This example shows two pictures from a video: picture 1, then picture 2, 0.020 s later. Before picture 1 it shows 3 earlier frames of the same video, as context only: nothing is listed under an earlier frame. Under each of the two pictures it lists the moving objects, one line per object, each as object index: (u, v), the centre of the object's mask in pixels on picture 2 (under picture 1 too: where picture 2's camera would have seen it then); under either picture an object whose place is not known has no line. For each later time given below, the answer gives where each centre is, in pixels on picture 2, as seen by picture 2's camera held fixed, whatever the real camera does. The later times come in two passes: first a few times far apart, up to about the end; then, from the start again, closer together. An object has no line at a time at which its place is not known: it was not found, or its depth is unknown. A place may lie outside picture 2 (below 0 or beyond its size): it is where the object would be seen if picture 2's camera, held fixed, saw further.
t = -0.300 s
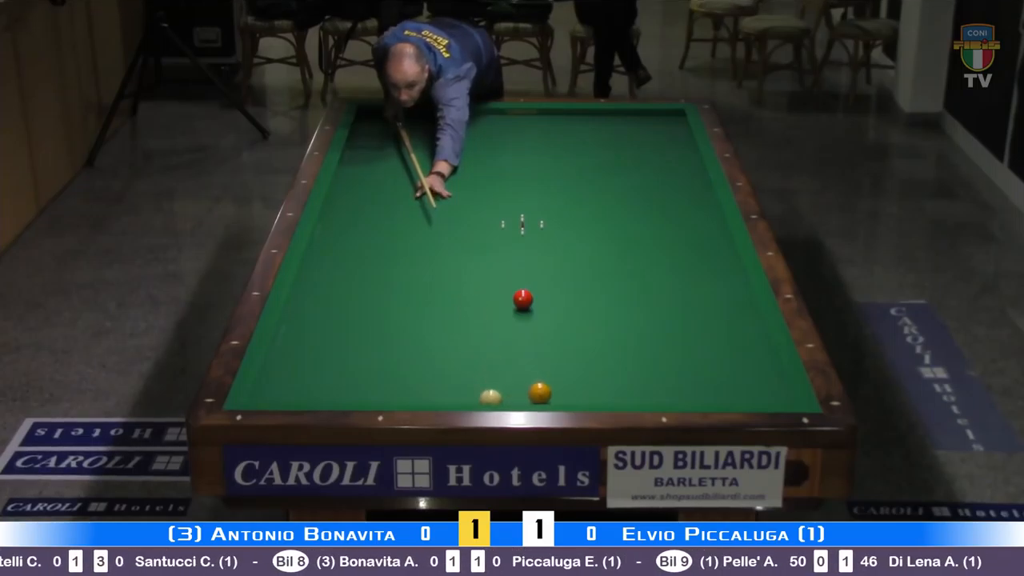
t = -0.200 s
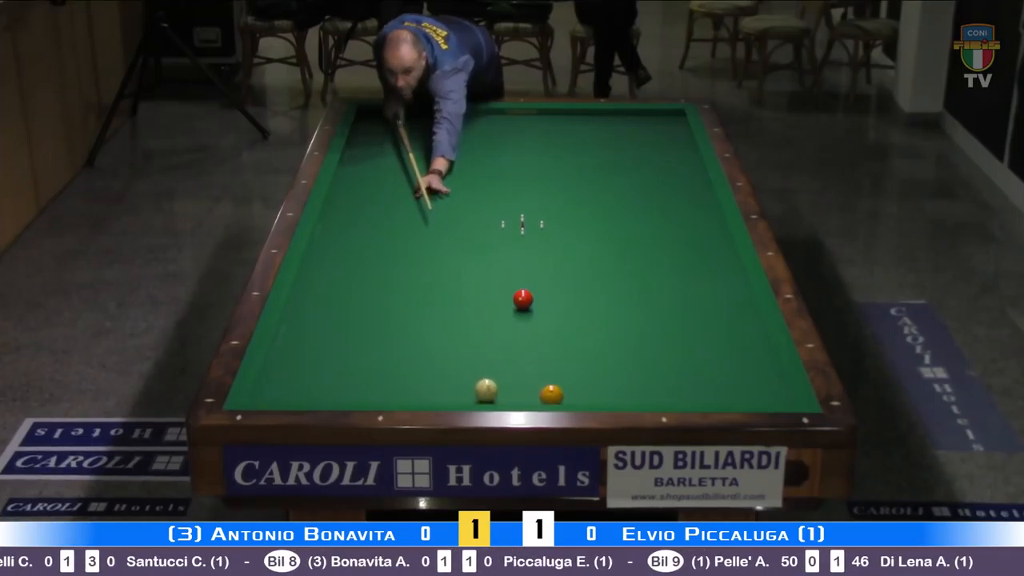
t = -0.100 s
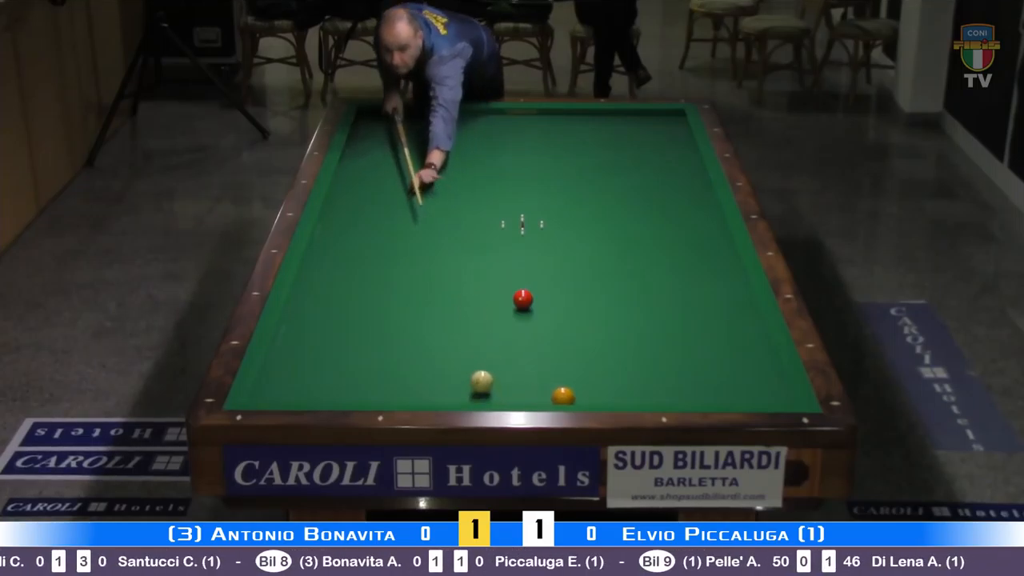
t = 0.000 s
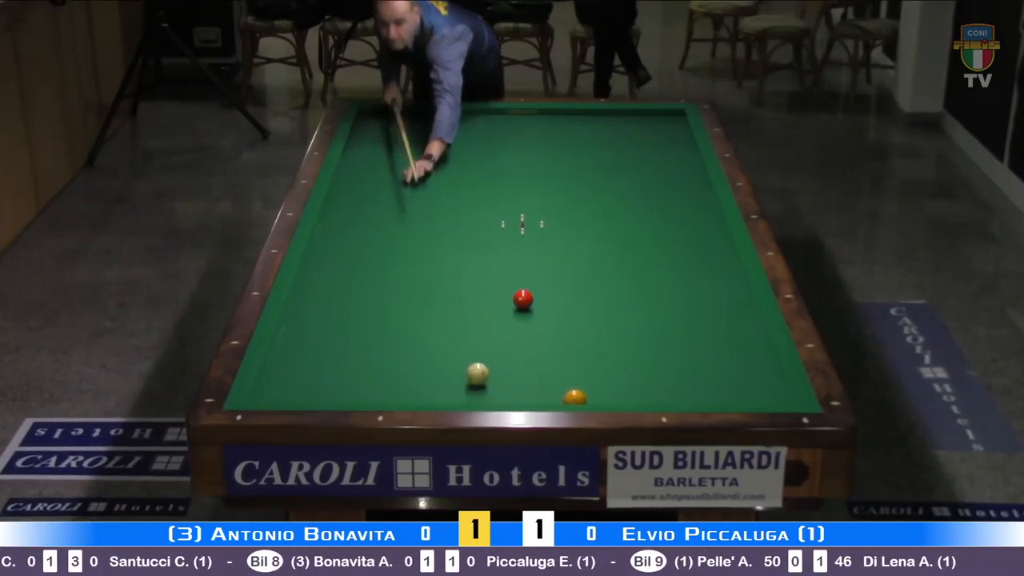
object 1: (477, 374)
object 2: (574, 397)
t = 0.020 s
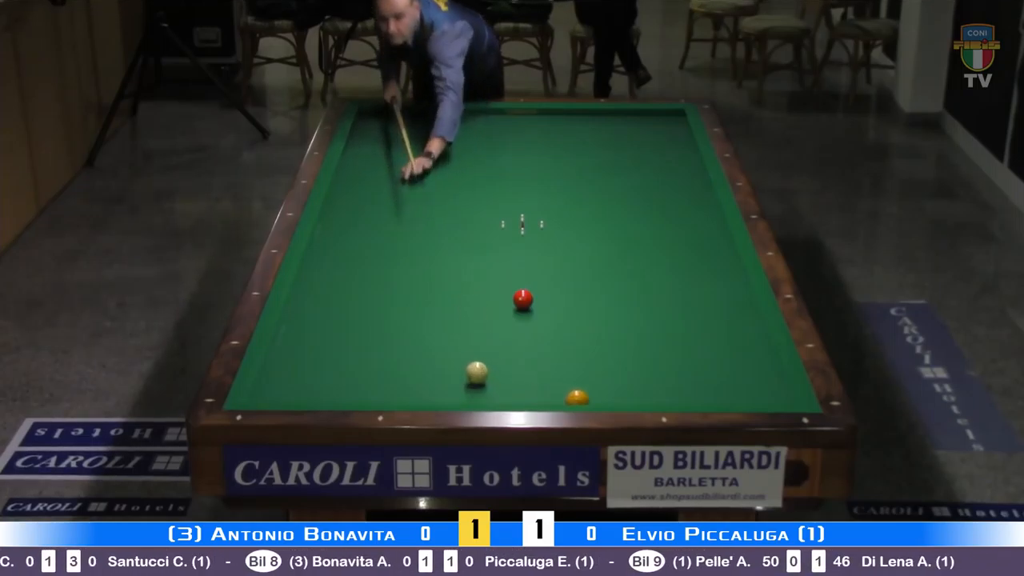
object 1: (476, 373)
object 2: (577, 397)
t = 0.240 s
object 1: (468, 357)
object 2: (598, 397)
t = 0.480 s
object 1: (458, 340)
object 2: (619, 396)
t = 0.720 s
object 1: (450, 325)
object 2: (640, 394)
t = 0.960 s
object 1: (443, 311)
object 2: (659, 393)
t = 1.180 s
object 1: (436, 299)
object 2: (676, 392)
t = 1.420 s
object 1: (430, 286)
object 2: (693, 390)
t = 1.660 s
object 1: (424, 274)
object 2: (708, 388)
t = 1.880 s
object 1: (419, 264)
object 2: (722, 386)
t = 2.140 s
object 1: (413, 253)
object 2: (737, 384)
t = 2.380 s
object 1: (408, 243)
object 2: (750, 383)
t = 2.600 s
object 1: (404, 235)
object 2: (761, 382)
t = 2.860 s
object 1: (399, 226)
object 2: (773, 380)
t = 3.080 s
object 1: (395, 218)
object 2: (773, 379)
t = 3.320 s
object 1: (391, 210)
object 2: (768, 378)
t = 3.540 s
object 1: (387, 204)
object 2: (763, 378)
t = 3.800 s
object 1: (386, 194)
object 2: (759, 377)
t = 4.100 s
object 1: (378, 188)
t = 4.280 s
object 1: (376, 185)
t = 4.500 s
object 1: (374, 180)
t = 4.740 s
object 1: (371, 174)
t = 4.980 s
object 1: (368, 170)
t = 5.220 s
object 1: (365, 165)
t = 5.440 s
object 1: (363, 161)
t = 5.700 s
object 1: (361, 156)
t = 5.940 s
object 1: (359, 152)
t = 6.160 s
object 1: (357, 149)
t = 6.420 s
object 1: (355, 145)
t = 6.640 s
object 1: (353, 142)
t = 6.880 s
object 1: (354, 140)
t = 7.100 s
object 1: (356, 137)
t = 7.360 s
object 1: (358, 135)
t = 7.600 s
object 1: (361, 132)
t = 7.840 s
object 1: (363, 130)
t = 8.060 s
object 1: (364, 129)
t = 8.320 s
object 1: (366, 127)
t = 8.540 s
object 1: (368, 126)
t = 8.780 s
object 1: (370, 124)
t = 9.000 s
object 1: (371, 123)
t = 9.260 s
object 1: (372, 122)
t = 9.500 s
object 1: (373, 122)
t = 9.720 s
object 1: (374, 121)
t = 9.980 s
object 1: (375, 120)
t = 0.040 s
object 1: (476, 371)
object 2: (579, 398)
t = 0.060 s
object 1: (475, 370)
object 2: (581, 398)
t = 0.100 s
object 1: (473, 367)
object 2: (585, 398)
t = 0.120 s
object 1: (472, 365)
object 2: (587, 398)
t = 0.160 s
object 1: (471, 362)
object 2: (591, 397)
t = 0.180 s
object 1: (470, 361)
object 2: (593, 397)
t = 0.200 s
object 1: (469, 359)
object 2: (594, 397)
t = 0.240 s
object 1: (468, 357)
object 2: (598, 397)
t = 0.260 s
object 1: (467, 355)
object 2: (600, 397)
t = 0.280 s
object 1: (466, 354)
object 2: (602, 397)
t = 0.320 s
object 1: (464, 351)
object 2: (606, 396)
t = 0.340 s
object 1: (464, 350)
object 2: (607, 396)
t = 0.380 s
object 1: (462, 347)
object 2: (611, 396)
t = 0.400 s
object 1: (461, 346)
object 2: (613, 396)
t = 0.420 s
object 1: (461, 344)
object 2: (614, 396)
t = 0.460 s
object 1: (459, 341)
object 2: (618, 396)
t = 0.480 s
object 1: (458, 340)
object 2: (619, 396)
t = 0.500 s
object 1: (458, 339)
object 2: (621, 395)
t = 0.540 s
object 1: (456, 336)
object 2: (625, 395)
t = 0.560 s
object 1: (456, 335)
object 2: (627, 395)
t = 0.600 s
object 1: (454, 333)
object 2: (630, 395)
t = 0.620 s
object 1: (454, 331)
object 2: (631, 395)
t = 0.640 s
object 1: (453, 330)
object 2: (633, 395)
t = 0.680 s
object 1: (451, 327)
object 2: (636, 394)
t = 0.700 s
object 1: (451, 326)
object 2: (638, 394)
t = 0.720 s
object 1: (450, 325)
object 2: (640, 394)
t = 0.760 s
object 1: (449, 323)
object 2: (643, 394)
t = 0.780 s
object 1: (448, 321)
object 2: (645, 394)
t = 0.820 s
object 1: (447, 319)
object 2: (648, 394)
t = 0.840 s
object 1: (446, 318)
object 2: (649, 393)
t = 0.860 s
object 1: (446, 317)
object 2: (651, 393)
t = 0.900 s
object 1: (444, 314)
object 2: (654, 393)
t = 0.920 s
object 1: (444, 313)
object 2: (656, 393)
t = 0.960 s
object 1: (443, 311)
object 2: (659, 393)
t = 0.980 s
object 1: (442, 310)
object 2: (660, 393)
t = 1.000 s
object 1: (441, 308)
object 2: (662, 392)
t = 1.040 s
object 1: (440, 306)
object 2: (665, 392)
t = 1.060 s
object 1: (440, 305)
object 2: (666, 392)
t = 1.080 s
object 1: (439, 304)
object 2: (668, 392)
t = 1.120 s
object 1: (438, 302)
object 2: (671, 392)
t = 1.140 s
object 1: (437, 300)
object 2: (673, 392)
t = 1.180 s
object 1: (436, 299)
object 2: (676, 392)
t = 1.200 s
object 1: (436, 297)
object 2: (677, 392)
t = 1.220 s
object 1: (435, 296)
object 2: (679, 391)
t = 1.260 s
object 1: (434, 294)
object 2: (681, 391)
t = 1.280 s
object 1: (433, 293)
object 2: (682, 391)
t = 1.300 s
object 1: (433, 292)
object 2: (684, 391)
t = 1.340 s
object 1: (432, 290)
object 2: (687, 391)
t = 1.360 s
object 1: (431, 289)
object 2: (689, 391)
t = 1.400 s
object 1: (430, 287)
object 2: (691, 390)
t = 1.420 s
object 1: (430, 286)
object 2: (693, 390)
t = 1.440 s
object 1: (429, 285)
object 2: (694, 390)
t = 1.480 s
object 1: (428, 283)
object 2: (697, 390)
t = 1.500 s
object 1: (428, 282)
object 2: (698, 389)
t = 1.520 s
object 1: (427, 281)
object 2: (699, 389)
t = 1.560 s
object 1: (426, 279)
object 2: (702, 389)
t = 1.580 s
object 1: (425, 278)
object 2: (703, 389)
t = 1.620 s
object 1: (425, 276)
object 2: (706, 388)
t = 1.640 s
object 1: (424, 275)
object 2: (707, 388)
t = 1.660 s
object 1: (424, 274)
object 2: (708, 388)
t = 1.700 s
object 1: (423, 272)
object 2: (711, 388)
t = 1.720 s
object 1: (423, 271)
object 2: (712, 388)
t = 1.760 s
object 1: (422, 269)
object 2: (714, 387)
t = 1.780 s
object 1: (421, 268)
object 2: (716, 387)
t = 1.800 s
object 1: (420, 268)
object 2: (717, 387)
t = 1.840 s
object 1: (420, 266)
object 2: (719, 387)
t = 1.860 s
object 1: (419, 265)
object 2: (721, 387)
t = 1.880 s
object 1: (419, 264)
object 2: (722, 386)
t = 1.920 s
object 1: (418, 262)
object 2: (724, 386)
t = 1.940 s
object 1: (417, 261)
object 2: (725, 386)
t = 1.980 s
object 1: (416, 259)
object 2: (728, 386)
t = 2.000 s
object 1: (416, 259)
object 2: (729, 385)
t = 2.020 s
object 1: (416, 258)
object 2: (730, 385)
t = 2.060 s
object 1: (415, 256)
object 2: (732, 385)
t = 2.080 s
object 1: (414, 255)
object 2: (733, 385)
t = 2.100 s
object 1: (414, 254)
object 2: (735, 385)
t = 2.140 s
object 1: (413, 253)
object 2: (737, 384)
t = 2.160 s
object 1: (412, 252)
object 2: (738, 384)
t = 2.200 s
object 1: (412, 250)
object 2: (740, 384)
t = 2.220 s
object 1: (412, 249)
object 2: (741, 384)
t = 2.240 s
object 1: (411, 249)
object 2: (742, 383)
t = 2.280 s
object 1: (410, 247)
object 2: (745, 383)
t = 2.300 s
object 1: (410, 246)
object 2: (746, 383)
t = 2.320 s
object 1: (409, 246)
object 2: (747, 383)
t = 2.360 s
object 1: (409, 244)
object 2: (749, 383)
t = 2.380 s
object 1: (408, 243)
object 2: (750, 383)
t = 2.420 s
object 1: (407, 241)
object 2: (752, 383)
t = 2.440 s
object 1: (407, 241)
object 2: (753, 383)
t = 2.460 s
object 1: (406, 240)
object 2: (754, 382)
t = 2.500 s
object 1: (406, 239)
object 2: (756, 382)
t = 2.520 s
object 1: (405, 238)
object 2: (757, 382)
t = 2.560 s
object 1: (405, 236)
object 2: (759, 382)
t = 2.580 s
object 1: (404, 236)
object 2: (760, 382)
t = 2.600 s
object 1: (404, 235)
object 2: (761, 382)
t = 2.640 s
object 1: (403, 233)
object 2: (763, 381)
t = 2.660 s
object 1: (402, 233)
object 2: (764, 381)
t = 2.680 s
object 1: (402, 232)
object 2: (765, 381)
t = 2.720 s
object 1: (401, 231)
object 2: (766, 381)
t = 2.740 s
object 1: (401, 230)
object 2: (767, 381)
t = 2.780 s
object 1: (400, 228)
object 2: (769, 380)
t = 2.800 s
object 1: (400, 228)
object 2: (770, 380)
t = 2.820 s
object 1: (399, 227)
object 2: (771, 380)
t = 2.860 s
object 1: (399, 226)
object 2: (773, 380)
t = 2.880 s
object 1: (398, 225)
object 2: (774, 380)
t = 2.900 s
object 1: (398, 224)
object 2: (774, 380)
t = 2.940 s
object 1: (397, 223)
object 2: (776, 380)
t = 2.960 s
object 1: (397, 222)
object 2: (776, 380)
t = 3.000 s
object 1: (396, 221)
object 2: (775, 379)
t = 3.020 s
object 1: (396, 220)
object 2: (775, 379)
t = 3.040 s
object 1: (395, 219)
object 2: (774, 379)
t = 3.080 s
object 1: (395, 218)
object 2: (773, 379)
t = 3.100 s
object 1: (395, 218)
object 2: (773, 379)
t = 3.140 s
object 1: (394, 216)
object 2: (772, 379)
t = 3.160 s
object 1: (393, 215)
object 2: (771, 379)
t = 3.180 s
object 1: (393, 215)
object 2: (771, 379)
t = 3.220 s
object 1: (392, 214)
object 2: (770, 378)
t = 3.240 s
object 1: (392, 213)
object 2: (770, 378)
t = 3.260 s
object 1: (392, 212)
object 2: (769, 378)
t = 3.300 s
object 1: (391, 211)
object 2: (768, 378)
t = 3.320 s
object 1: (391, 210)
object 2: (768, 378)
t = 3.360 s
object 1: (390, 209)
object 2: (767, 378)
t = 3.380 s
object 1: (390, 209)
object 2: (766, 378)
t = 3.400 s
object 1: (389, 208)
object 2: (766, 378)
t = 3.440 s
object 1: (389, 207)
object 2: (765, 378)
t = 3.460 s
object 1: (389, 207)
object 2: (765, 378)
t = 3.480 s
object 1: (388, 206)
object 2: (764, 378)
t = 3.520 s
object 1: (388, 205)
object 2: (763, 378)
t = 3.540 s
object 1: (387, 204)
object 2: (763, 378)
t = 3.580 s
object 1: (387, 203)
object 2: (762, 377)
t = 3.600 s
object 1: (386, 202)
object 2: (762, 377)
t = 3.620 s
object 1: (386, 202)
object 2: (762, 377)
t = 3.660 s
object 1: (385, 200)
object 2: (761, 377)
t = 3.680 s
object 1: (385, 200)
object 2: (761, 377)
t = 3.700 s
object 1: (385, 199)
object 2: (760, 377)
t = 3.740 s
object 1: (385, 198)
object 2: (760, 377)
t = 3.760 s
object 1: (385, 198)
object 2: (759, 377)
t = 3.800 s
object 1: (386, 194)
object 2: (759, 377)
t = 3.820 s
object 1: (387, 193)
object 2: (759, 377)
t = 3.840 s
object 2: (758, 377)
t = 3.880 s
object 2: (758, 377)
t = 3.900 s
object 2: (758, 377)
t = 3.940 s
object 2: (757, 377)
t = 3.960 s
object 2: (757, 377)
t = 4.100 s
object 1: (378, 188)
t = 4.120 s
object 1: (379, 188)
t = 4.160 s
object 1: (378, 187)
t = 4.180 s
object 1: (377, 187)
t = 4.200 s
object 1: (377, 186)
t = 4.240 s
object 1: (377, 186)
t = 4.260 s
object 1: (376, 185)
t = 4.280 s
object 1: (376, 185)
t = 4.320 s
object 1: (376, 184)
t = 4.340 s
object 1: (376, 183)
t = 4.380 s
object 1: (375, 182)
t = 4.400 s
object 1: (375, 182)
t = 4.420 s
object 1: (375, 182)
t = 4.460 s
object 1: (374, 181)
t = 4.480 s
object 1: (374, 180)
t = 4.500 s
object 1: (374, 180)
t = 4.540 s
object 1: (373, 179)
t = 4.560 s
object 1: (373, 178)
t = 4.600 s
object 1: (372, 177)
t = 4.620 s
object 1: (372, 177)
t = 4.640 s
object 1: (372, 176)
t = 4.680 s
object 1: (371, 176)
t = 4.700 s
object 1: (371, 175)
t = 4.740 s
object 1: (371, 174)
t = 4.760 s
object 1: (370, 174)
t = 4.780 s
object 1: (370, 174)
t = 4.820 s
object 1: (369, 173)
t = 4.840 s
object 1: (369, 172)
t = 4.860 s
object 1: (369, 172)
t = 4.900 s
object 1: (368, 171)
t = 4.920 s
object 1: (368, 171)
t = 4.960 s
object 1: (368, 170)
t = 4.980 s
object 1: (368, 170)
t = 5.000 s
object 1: (368, 169)
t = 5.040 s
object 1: (367, 168)
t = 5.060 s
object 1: (367, 168)
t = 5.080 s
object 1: (367, 167)
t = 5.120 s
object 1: (366, 167)
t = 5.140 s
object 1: (366, 166)
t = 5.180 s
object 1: (366, 166)
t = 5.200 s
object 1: (365, 165)
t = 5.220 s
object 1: (365, 165)
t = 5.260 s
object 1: (365, 164)
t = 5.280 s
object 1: (365, 164)
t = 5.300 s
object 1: (365, 163)
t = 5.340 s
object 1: (364, 163)
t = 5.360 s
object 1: (364, 162)
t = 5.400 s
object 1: (364, 162)
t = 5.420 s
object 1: (363, 161)
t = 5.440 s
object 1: (363, 161)
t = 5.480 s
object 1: (363, 160)
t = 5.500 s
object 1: (363, 160)
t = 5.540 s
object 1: (362, 159)
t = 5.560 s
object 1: (362, 159)
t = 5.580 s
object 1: (362, 158)
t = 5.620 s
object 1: (361, 158)
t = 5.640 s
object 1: (361, 158)
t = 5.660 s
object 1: (361, 157)
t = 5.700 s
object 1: (361, 156)
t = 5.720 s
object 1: (361, 156)
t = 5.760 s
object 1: (360, 155)
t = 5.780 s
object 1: (360, 155)
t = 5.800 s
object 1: (360, 155)
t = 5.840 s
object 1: (360, 154)
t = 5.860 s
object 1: (359, 154)
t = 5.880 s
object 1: (359, 153)
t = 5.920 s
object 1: (359, 153)
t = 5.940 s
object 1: (359, 152)
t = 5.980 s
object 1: (358, 152)
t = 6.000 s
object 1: (358, 151)
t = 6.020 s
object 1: (358, 151)
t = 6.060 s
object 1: (358, 151)
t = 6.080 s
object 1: (357, 150)
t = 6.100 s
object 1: (357, 150)
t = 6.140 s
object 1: (357, 149)
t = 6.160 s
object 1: (357, 149)
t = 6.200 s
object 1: (357, 148)
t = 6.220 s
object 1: (356, 148)
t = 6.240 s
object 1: (356, 148)
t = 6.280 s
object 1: (356, 147)
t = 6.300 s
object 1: (356, 147)
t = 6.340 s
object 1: (355, 147)
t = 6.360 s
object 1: (355, 146)
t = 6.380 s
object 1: (355, 146)
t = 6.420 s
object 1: (355, 145)
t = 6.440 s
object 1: (355, 145)
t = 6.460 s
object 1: (355, 145)
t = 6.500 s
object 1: (355, 144)
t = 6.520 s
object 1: (354, 144)
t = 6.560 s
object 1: (354, 144)
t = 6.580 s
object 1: (354, 143)
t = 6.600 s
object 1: (354, 143)
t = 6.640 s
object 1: (353, 142)
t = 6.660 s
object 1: (353, 142)
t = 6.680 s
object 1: (353, 142)
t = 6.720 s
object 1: (353, 141)
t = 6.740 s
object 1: (353, 141)
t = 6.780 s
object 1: (353, 140)
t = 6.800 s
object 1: (353, 140)
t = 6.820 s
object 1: (353, 140)
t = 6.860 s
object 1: (354, 140)
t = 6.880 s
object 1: (354, 140)
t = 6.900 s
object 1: (354, 139)
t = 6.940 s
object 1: (354, 139)
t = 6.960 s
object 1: (355, 139)
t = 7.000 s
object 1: (355, 138)
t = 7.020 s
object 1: (355, 138)
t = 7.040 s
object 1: (356, 138)
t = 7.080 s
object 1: (356, 137)
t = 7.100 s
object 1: (356, 137)
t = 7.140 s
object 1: (356, 137)
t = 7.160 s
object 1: (357, 136)
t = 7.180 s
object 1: (357, 136)
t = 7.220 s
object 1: (357, 136)
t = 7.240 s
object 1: (357, 136)
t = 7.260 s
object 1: (358, 135)
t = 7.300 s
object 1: (358, 135)
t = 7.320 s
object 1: (358, 135)
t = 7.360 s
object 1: (358, 135)
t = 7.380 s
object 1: (358, 134)
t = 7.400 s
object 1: (359, 134)
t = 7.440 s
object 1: (359, 134)
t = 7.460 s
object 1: (359, 134)
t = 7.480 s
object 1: (359, 134)
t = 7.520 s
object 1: (360, 133)
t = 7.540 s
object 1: (360, 133)
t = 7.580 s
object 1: (361, 133)
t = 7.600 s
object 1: (361, 132)
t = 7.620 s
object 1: (361, 132)
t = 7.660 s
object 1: (361, 132)
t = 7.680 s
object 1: (361, 132)
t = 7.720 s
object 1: (362, 131)
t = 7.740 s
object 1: (362, 131)
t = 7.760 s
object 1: (362, 131)
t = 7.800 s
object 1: (363, 131)
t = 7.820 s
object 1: (363, 130)
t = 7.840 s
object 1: (363, 130)
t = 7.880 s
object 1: (363, 130)
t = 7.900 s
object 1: (363, 130)
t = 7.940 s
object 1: (364, 130)
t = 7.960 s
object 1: (364, 130)
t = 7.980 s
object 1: (364, 129)
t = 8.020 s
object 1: (364, 129)
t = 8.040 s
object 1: (364, 129)
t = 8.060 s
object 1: (364, 129)
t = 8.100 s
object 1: (365, 129)
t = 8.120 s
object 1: (365, 128)
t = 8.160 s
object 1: (365, 128)
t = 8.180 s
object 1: (365, 128)
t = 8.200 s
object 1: (366, 128)
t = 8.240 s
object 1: (366, 128)
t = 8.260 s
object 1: (366, 127)
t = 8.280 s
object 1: (366, 127)
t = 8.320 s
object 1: (366, 127)
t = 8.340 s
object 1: (367, 127)
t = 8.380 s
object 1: (367, 127)
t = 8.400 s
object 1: (367, 127)
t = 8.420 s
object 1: (367, 126)
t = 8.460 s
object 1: (367, 126)
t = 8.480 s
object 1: (367, 126)
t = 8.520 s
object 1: (368, 126)
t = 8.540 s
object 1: (368, 126)
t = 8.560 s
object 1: (368, 126)
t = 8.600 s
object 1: (368, 125)
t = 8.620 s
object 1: (368, 125)
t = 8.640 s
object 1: (368, 125)
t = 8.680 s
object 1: (369, 125)
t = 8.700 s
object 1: (369, 125)
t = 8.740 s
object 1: (369, 124)
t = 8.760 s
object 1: (370, 124)
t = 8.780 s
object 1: (370, 124)
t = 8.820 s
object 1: (370, 124)
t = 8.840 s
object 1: (370, 124)
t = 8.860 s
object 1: (370, 124)
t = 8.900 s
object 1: (370, 124)
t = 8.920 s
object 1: (370, 124)
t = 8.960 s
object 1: (371, 123)
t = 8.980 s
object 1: (371, 123)
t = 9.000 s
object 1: (371, 123)
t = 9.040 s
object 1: (371, 123)
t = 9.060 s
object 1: (371, 123)
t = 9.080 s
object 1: (371, 123)
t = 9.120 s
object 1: (371, 123)
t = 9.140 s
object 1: (372, 122)
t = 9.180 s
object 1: (372, 122)
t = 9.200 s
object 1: (372, 122)
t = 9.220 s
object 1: (372, 122)
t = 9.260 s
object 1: (372, 122)
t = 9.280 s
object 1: (372, 122)
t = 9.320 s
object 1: (372, 122)
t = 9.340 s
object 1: (372, 122)
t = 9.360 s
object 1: (372, 122)
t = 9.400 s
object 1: (373, 122)
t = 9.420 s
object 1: (373, 122)
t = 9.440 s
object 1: (373, 122)
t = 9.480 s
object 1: (373, 122)
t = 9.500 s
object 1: (373, 122)
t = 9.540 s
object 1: (373, 122)
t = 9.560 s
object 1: (374, 121)
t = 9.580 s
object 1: (374, 121)
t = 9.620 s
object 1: (374, 121)
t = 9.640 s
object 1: (374, 121)
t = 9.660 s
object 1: (374, 121)
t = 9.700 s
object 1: (374, 121)
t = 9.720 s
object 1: (374, 121)
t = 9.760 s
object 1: (374, 121)
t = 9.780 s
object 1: (374, 121)
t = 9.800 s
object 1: (375, 121)
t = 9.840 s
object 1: (375, 121)
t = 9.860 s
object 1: (375, 121)
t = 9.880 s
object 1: (375, 120)
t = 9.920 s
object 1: (375, 120)
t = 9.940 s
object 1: (375, 120)
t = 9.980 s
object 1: (375, 120)
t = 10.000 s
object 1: (375, 120)
